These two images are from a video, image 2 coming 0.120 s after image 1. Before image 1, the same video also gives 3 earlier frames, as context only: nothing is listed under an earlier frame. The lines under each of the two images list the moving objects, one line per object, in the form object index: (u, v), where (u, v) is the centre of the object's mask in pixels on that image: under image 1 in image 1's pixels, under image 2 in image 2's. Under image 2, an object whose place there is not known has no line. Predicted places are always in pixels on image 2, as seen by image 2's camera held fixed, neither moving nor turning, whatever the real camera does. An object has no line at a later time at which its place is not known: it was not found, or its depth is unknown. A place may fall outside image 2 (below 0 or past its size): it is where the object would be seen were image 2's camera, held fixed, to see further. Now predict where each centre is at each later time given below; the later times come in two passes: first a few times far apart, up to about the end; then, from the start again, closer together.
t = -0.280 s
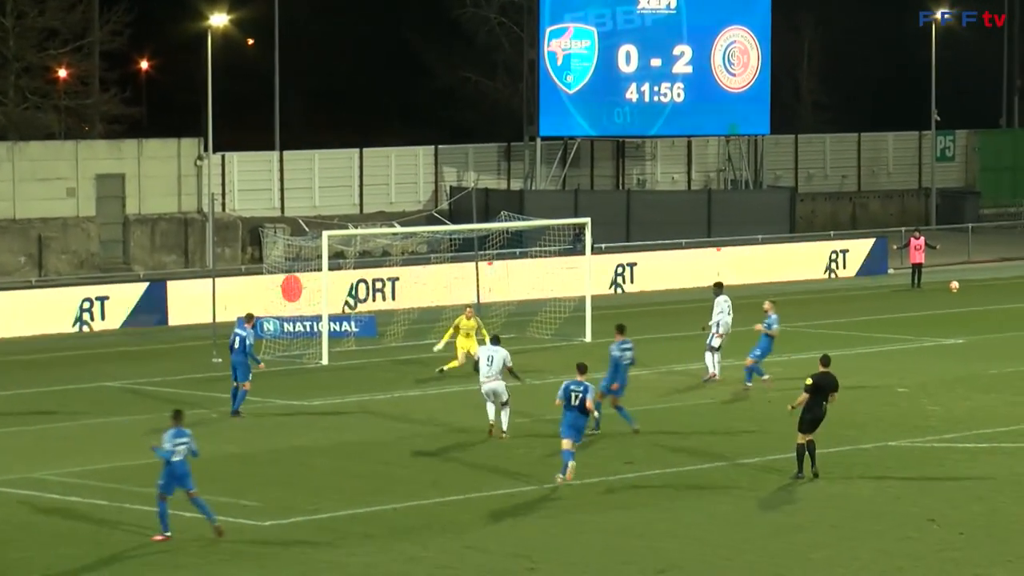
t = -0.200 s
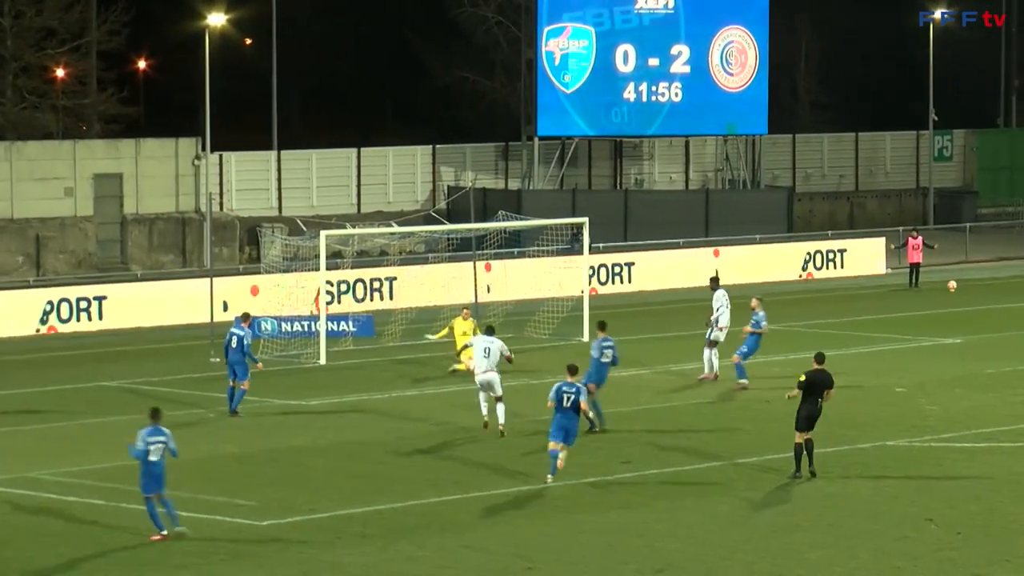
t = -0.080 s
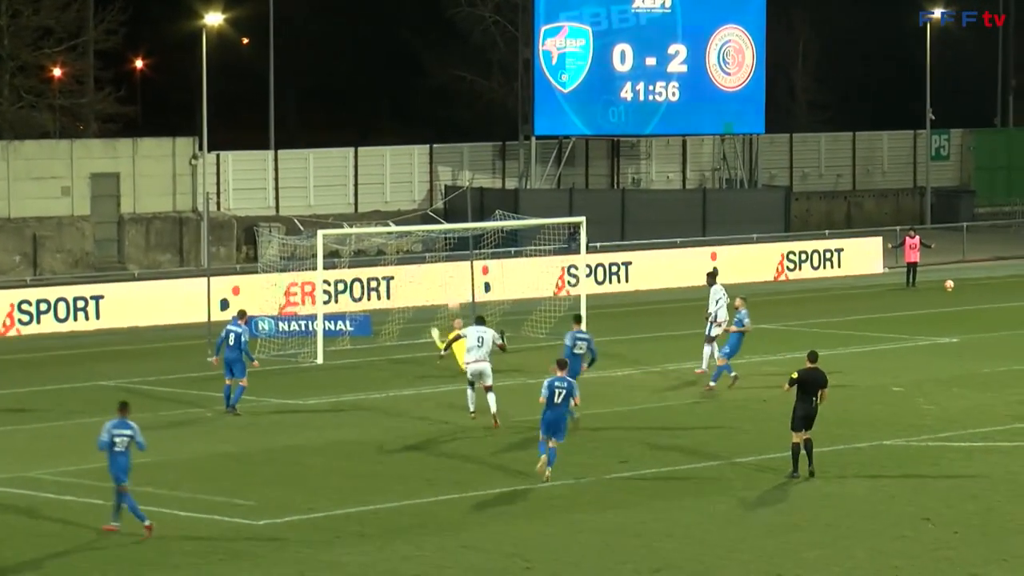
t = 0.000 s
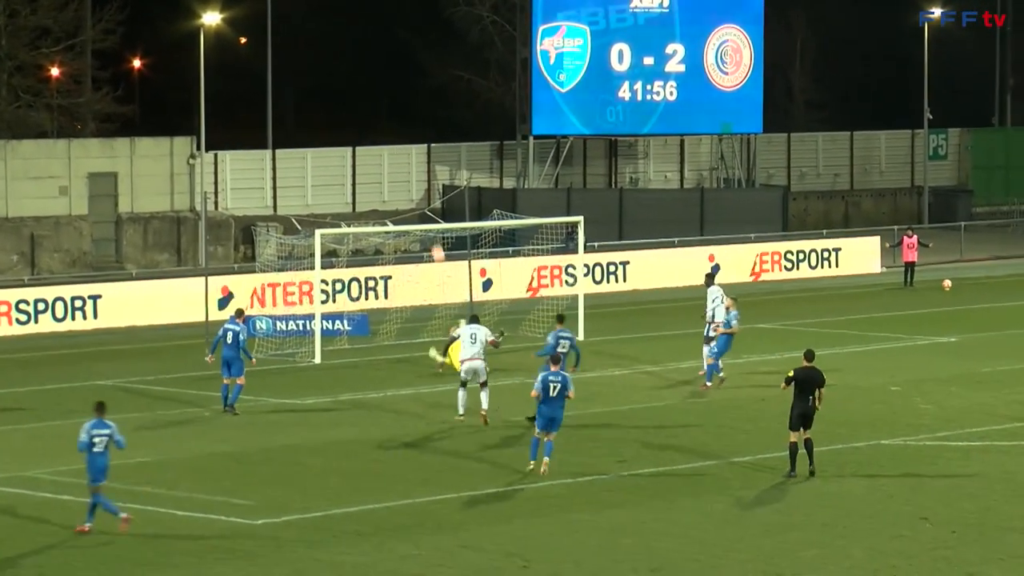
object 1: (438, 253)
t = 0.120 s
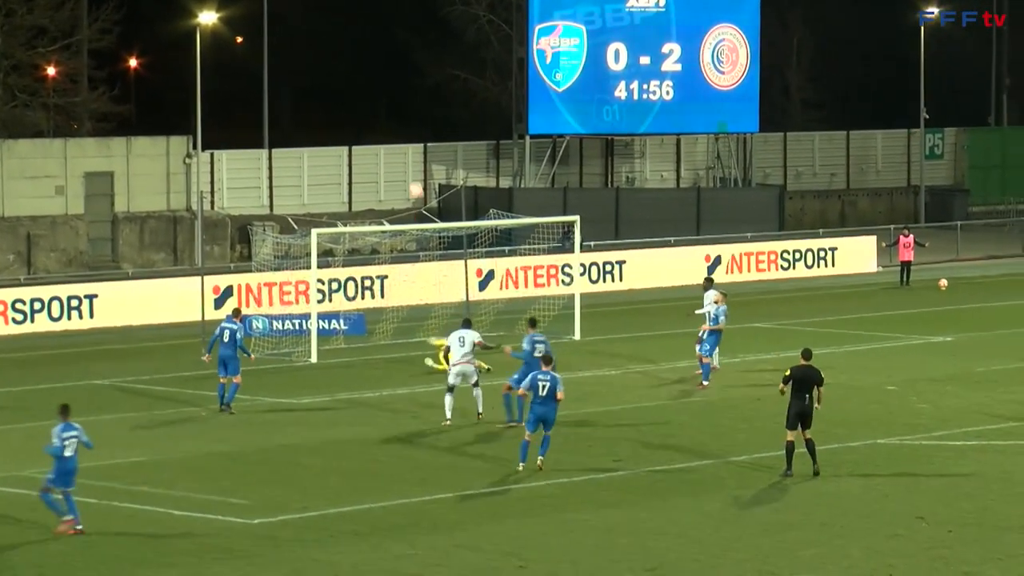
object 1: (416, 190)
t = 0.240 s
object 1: (397, 135)
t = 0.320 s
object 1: (385, 105)
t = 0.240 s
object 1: (397, 135)
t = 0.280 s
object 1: (391, 120)
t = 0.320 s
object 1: (385, 105)
